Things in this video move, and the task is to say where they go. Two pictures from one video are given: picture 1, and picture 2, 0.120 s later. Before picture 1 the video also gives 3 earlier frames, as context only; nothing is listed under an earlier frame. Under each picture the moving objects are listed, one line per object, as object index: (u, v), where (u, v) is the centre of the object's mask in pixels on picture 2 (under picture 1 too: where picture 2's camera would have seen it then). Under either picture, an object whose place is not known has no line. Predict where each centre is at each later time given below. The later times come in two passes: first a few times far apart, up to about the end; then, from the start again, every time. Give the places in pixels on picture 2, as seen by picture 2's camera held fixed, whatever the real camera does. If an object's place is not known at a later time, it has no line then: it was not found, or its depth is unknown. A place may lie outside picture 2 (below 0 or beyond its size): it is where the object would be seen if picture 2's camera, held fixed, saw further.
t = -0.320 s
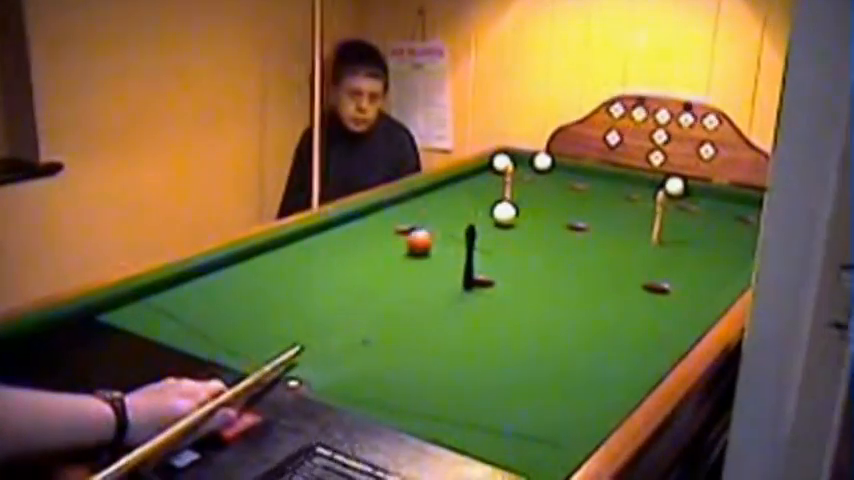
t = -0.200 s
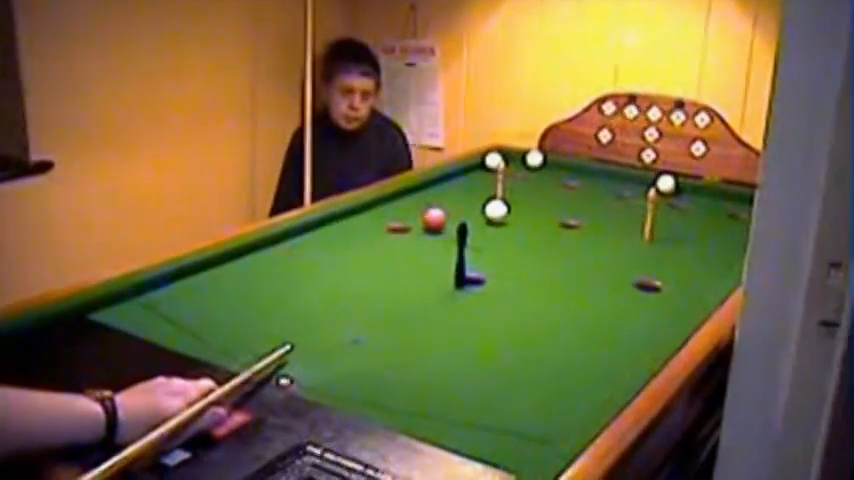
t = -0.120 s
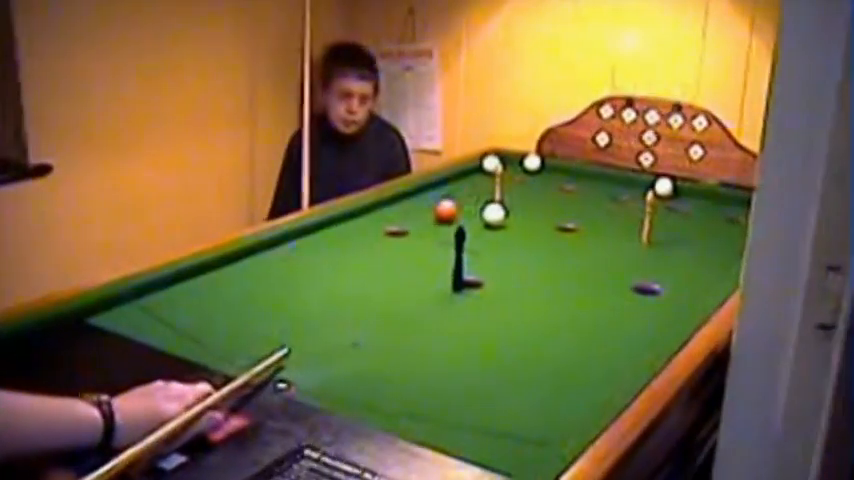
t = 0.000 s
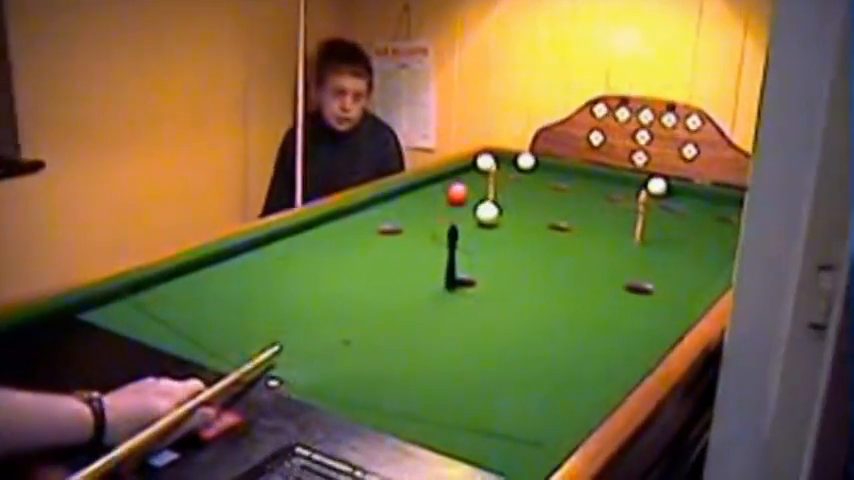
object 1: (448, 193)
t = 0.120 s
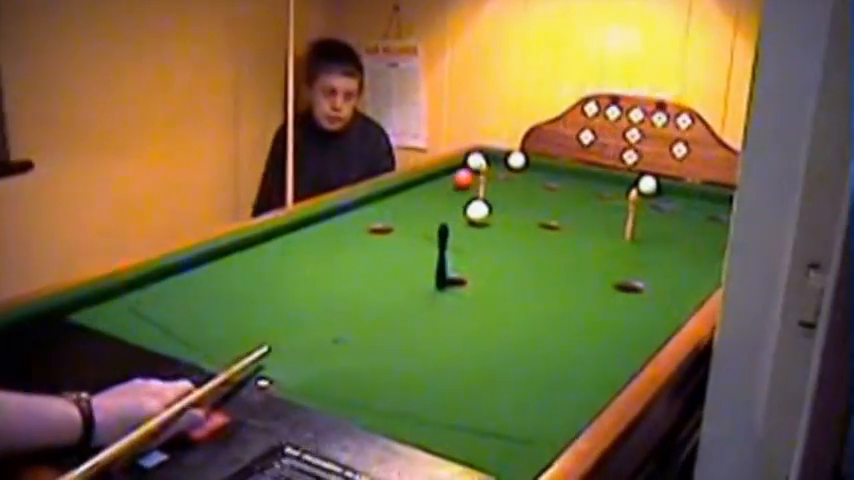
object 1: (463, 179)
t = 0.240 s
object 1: (474, 169)
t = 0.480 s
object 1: (510, 168)
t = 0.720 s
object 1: (524, 173)
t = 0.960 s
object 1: (538, 178)
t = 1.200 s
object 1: (554, 182)
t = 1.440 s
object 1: (567, 184)
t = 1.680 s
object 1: (578, 187)
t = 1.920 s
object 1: (588, 190)
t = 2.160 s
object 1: (595, 192)
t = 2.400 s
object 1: (599, 192)
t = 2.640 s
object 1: (602, 193)
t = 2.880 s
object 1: (602, 194)
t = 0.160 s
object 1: (467, 176)
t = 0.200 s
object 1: (470, 172)
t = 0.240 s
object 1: (474, 169)
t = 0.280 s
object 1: (481, 168)
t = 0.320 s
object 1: (491, 168)
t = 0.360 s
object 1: (495, 168)
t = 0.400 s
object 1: (499, 169)
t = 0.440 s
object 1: (507, 168)
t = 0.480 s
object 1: (510, 168)
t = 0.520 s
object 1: (512, 169)
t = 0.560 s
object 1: (515, 170)
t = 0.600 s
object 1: (518, 170)
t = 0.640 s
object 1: (521, 171)
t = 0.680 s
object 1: (522, 172)
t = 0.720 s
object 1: (524, 173)
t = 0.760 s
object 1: (527, 174)
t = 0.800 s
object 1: (529, 174)
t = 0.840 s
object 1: (531, 176)
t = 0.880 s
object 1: (535, 177)
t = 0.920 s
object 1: (536, 178)
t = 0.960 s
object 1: (538, 178)
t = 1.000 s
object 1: (541, 180)
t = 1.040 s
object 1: (543, 179)
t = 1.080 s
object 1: (546, 181)
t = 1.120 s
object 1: (549, 181)
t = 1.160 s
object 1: (552, 181)
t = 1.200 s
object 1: (554, 182)
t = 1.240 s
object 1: (556, 182)
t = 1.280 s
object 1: (558, 183)
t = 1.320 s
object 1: (561, 183)
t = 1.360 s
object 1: (563, 184)
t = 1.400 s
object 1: (566, 184)
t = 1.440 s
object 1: (567, 184)
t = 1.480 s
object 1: (569, 185)
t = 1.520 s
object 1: (570, 185)
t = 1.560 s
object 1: (573, 186)
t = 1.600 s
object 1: (574, 186)
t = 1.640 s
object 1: (576, 187)
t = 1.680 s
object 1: (578, 187)
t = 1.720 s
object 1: (580, 188)
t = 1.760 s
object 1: (582, 188)
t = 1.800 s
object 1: (584, 189)
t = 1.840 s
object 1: (585, 189)
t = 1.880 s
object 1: (586, 190)
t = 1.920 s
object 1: (588, 190)
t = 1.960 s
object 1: (589, 190)
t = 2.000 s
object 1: (591, 190)
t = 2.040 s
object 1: (591, 191)
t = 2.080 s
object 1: (593, 191)
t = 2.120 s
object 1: (594, 191)
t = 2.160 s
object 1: (595, 192)
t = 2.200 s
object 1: (596, 192)
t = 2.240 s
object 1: (596, 192)
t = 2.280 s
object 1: (597, 192)
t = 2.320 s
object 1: (598, 192)
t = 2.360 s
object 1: (599, 193)
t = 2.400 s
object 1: (599, 192)
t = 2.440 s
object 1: (600, 193)
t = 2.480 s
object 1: (600, 193)
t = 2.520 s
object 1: (600, 193)
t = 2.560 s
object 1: (601, 193)
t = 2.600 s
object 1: (602, 193)
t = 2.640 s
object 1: (602, 193)
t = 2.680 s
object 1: (602, 193)
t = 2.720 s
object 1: (602, 193)
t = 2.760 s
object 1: (602, 193)
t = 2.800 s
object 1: (602, 194)
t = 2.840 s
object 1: (602, 193)
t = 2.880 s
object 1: (602, 194)
